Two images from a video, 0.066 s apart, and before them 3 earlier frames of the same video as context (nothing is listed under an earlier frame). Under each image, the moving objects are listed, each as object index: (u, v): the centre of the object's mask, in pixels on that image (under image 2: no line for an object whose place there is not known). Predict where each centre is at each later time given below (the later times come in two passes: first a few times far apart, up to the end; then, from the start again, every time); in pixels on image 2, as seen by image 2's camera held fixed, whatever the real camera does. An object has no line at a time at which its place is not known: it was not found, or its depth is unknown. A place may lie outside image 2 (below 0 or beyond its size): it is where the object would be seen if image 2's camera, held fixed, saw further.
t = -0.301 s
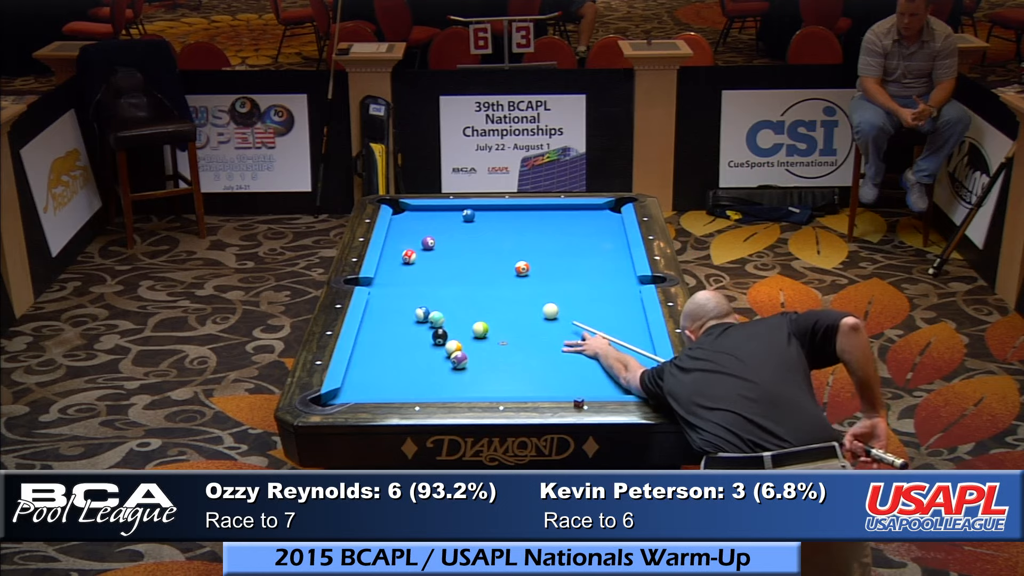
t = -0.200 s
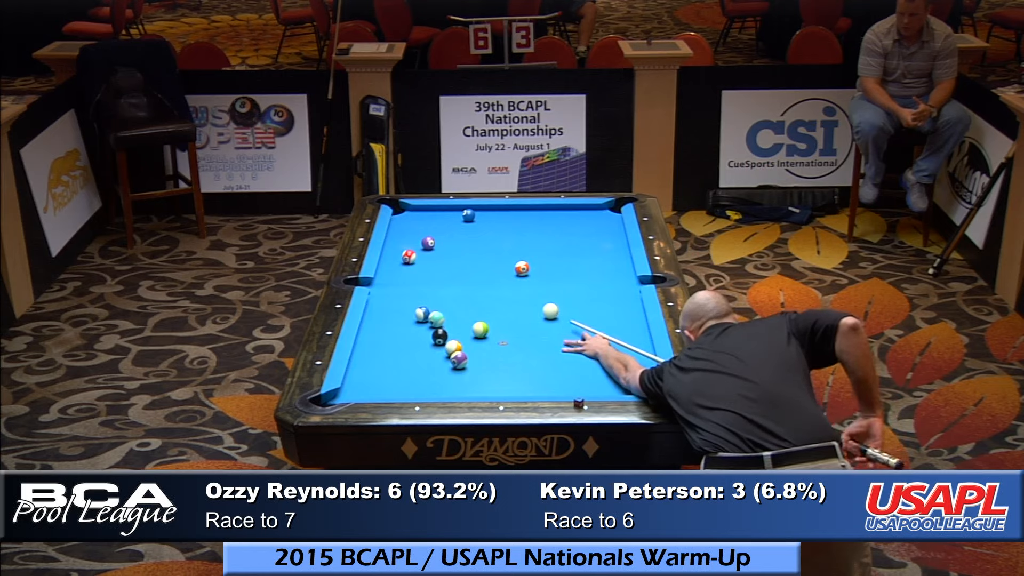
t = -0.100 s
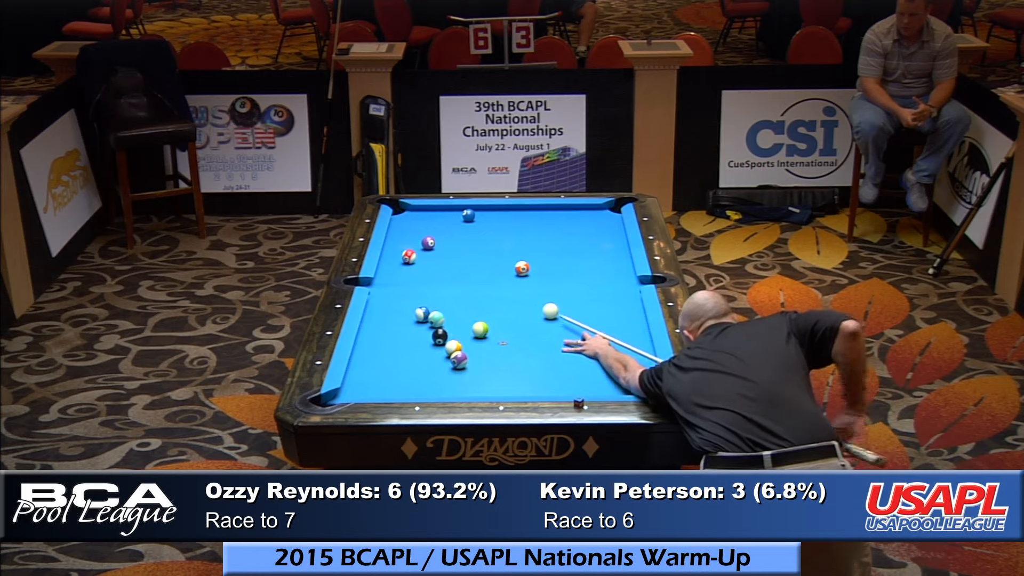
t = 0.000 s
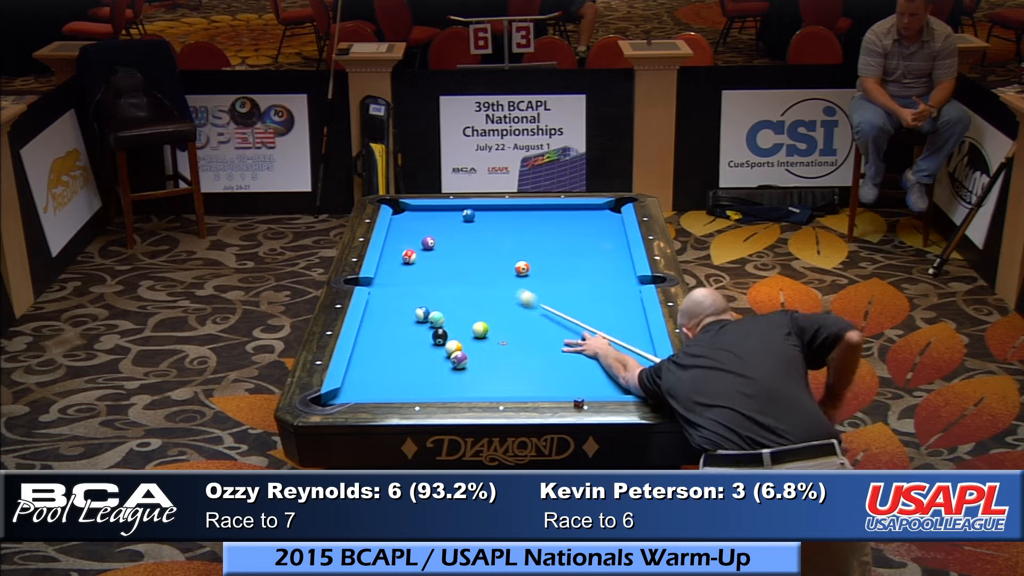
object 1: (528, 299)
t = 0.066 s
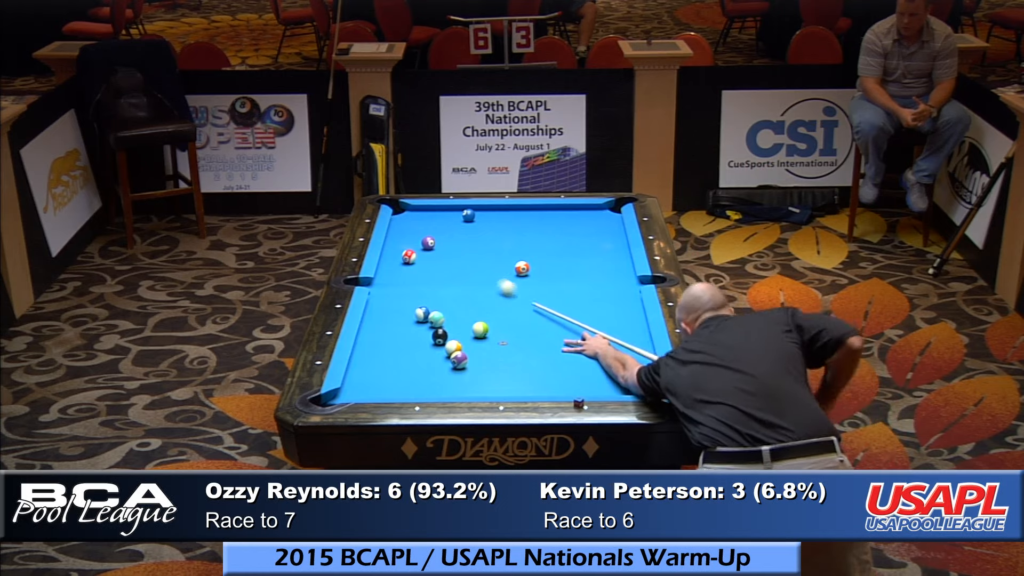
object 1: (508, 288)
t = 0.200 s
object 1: (476, 271)
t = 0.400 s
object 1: (434, 248)
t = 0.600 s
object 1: (411, 244)
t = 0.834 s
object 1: (395, 242)
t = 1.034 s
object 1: (409, 240)
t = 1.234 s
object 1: (421, 238)
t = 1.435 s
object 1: (434, 236)
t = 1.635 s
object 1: (445, 235)
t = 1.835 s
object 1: (456, 233)
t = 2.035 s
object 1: (466, 232)
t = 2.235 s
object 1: (475, 231)
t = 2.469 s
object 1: (485, 229)
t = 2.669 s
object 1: (493, 229)
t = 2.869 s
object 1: (500, 227)
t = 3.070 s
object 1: (506, 227)
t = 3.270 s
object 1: (512, 226)
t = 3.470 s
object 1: (517, 225)
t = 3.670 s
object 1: (522, 225)
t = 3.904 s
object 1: (526, 224)
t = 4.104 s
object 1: (529, 224)
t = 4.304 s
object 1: (532, 224)
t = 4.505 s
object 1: (534, 223)
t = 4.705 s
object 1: (535, 223)
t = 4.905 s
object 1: (536, 223)
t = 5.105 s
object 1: (535, 223)
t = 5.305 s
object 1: (535, 223)
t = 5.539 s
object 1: (535, 223)
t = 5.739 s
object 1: (535, 223)
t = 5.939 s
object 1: (535, 223)
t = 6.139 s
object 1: (535, 223)
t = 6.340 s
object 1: (535, 223)
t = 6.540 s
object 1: (535, 223)
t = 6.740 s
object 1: (535, 223)
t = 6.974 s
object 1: (535, 223)
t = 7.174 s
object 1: (535, 223)
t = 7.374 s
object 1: (535, 223)
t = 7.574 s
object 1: (535, 223)
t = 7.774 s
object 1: (535, 223)
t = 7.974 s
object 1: (535, 223)
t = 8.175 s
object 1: (535, 223)
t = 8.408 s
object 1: (535, 223)
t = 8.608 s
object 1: (535, 223)
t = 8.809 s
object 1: (535, 223)
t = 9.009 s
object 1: (535, 223)
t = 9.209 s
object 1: (535, 223)
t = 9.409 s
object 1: (535, 223)
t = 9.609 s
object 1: (535, 223)
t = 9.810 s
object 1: (535, 223)
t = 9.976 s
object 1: (535, 223)
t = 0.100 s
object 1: (499, 283)
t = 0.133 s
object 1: (491, 279)
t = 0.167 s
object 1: (483, 275)
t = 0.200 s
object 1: (476, 271)
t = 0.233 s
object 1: (469, 267)
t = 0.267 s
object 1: (462, 263)
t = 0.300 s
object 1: (455, 259)
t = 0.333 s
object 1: (447, 255)
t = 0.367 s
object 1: (441, 252)
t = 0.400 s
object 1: (434, 248)
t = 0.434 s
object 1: (429, 247)
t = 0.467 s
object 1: (426, 247)
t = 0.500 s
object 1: (422, 247)
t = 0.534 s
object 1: (419, 246)
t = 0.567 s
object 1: (415, 245)
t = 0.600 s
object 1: (411, 244)
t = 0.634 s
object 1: (406, 244)
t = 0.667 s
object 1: (403, 244)
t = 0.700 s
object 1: (399, 244)
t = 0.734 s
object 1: (395, 243)
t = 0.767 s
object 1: (391, 242)
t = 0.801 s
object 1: (392, 242)
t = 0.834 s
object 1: (395, 242)
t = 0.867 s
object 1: (397, 241)
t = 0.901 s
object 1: (399, 241)
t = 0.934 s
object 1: (402, 241)
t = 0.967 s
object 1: (404, 240)
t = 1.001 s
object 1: (406, 240)
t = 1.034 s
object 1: (409, 240)
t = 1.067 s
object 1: (411, 240)
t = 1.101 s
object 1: (413, 239)
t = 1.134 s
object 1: (415, 239)
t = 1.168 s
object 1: (417, 239)
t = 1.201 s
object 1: (419, 238)
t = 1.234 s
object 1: (421, 238)
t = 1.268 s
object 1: (424, 238)
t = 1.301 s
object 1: (426, 237)
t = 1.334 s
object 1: (428, 237)
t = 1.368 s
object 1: (430, 237)
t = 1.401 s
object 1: (432, 237)
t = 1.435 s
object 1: (434, 236)
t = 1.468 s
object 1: (436, 236)
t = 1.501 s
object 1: (438, 236)
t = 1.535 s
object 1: (440, 236)
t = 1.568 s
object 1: (442, 235)
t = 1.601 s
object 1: (443, 235)
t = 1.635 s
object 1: (445, 235)
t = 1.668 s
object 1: (447, 235)
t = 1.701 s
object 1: (449, 234)
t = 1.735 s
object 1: (451, 234)
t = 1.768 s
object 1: (452, 234)
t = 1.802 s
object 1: (454, 233)
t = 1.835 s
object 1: (456, 233)
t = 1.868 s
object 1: (458, 233)
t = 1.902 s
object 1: (459, 233)
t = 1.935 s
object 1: (461, 233)
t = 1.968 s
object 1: (463, 232)
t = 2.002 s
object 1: (464, 232)
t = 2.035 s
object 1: (466, 232)
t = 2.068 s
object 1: (468, 232)
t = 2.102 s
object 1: (469, 232)
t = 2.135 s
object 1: (471, 231)
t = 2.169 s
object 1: (472, 231)
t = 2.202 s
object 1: (474, 231)
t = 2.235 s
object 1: (475, 231)
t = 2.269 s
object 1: (477, 231)
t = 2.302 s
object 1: (478, 230)
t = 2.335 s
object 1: (480, 230)
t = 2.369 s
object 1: (481, 230)
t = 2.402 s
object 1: (482, 230)
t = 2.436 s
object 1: (484, 230)
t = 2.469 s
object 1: (485, 229)
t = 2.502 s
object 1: (486, 229)
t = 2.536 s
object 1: (488, 229)
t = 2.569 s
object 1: (489, 229)
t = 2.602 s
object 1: (490, 229)
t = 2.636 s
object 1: (492, 229)
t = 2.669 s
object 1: (493, 229)
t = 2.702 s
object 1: (494, 228)
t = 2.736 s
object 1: (495, 228)
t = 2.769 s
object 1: (496, 228)
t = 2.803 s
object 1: (498, 228)
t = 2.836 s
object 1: (499, 228)
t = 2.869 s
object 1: (500, 227)
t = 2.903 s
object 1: (501, 227)
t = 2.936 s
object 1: (502, 227)
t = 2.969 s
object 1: (503, 227)
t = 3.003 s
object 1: (504, 227)
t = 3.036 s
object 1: (505, 227)
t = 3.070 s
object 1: (506, 227)
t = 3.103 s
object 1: (507, 226)
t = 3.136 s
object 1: (508, 226)
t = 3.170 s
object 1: (509, 226)
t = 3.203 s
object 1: (510, 226)
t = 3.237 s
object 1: (511, 226)
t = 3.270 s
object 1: (512, 226)
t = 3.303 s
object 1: (513, 226)
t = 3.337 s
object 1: (514, 226)
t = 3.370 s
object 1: (515, 225)
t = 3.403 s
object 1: (516, 225)
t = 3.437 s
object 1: (516, 225)
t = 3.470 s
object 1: (517, 225)
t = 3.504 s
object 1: (518, 225)
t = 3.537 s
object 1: (519, 225)
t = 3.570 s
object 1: (520, 225)
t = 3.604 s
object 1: (520, 225)
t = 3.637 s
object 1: (521, 225)
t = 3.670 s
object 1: (522, 225)
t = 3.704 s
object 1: (522, 225)
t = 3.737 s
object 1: (523, 225)
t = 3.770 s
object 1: (524, 225)
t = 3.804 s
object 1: (524, 224)
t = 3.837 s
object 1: (525, 224)
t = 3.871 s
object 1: (526, 224)
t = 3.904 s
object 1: (526, 224)
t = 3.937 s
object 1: (527, 224)
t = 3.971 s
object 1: (527, 224)
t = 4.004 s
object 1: (528, 224)
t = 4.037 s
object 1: (528, 224)
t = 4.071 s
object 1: (529, 224)
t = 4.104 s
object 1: (529, 224)
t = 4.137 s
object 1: (530, 224)
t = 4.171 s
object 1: (530, 224)
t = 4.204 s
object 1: (531, 224)
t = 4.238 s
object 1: (531, 224)
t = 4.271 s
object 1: (531, 224)
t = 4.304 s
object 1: (532, 224)
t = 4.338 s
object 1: (532, 224)
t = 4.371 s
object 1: (533, 223)
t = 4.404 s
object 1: (533, 223)
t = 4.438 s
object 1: (533, 223)
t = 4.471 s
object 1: (534, 223)
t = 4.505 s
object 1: (534, 223)
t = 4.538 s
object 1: (534, 223)
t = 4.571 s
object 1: (534, 223)
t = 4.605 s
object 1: (534, 223)
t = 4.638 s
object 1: (535, 223)
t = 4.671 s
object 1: (535, 223)
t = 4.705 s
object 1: (535, 223)
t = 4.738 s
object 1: (535, 223)
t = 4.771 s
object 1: (535, 223)
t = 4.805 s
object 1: (535, 223)
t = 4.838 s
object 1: (535, 223)
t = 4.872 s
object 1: (536, 223)
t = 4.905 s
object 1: (536, 223)
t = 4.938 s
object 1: (536, 223)
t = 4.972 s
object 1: (536, 223)
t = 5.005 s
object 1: (536, 223)
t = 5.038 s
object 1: (536, 223)
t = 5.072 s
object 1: (535, 223)
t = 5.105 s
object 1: (535, 223)
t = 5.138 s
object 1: (535, 223)
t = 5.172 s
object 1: (536, 223)
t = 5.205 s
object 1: (535, 223)
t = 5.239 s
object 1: (535, 223)
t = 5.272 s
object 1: (535, 223)
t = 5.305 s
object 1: (535, 223)
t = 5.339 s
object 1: (535, 223)
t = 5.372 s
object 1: (535, 223)
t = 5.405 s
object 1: (535, 223)
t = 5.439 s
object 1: (535, 223)
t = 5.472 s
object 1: (535, 223)
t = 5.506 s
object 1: (535, 223)
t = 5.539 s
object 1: (535, 223)
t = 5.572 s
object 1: (535, 223)
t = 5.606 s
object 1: (535, 223)
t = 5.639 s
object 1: (535, 223)
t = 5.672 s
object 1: (535, 223)
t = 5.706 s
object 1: (535, 223)
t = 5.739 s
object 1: (535, 223)
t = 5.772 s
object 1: (535, 223)
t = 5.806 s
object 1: (535, 223)
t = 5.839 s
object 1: (535, 223)
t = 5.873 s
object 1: (535, 223)
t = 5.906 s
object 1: (535, 223)
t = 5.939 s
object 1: (535, 223)
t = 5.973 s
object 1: (535, 223)
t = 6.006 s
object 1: (535, 223)
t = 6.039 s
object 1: (535, 223)
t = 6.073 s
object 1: (535, 223)
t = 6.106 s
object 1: (535, 223)
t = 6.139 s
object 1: (535, 223)
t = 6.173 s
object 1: (535, 223)
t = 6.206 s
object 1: (535, 223)
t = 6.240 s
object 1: (535, 223)
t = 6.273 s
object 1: (535, 223)
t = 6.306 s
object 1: (535, 223)
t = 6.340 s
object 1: (535, 223)
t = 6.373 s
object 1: (535, 223)
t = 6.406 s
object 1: (535, 223)
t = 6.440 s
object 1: (535, 223)
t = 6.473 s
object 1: (535, 223)
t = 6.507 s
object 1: (535, 223)
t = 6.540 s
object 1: (535, 223)
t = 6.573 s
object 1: (535, 223)
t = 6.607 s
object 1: (535, 223)
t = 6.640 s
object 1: (535, 223)
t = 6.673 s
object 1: (535, 223)
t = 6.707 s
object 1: (535, 223)
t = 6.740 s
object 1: (535, 223)
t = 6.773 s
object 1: (535, 223)
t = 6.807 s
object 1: (535, 223)
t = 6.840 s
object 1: (535, 223)
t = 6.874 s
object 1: (535, 223)
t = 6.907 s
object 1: (535, 223)
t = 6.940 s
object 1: (535, 223)
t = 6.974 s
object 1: (535, 223)
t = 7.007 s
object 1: (535, 223)
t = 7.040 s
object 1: (535, 223)
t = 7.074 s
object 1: (535, 223)
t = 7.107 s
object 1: (535, 223)
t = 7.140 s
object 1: (535, 223)
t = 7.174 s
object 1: (535, 223)
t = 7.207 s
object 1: (535, 223)
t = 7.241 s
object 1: (535, 223)
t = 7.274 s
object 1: (535, 223)
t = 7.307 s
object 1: (535, 223)
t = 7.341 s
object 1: (535, 223)
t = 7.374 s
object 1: (535, 223)
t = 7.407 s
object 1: (535, 223)
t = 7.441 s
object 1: (535, 223)
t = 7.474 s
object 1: (535, 223)
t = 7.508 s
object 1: (535, 223)
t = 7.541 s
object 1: (535, 223)
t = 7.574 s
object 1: (535, 223)
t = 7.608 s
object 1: (535, 223)
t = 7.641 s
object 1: (535, 223)
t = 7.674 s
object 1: (535, 223)
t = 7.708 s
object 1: (535, 223)
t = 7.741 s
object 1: (535, 223)
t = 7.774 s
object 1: (535, 223)
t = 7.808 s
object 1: (535, 223)
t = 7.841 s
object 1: (535, 223)
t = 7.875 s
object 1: (535, 223)
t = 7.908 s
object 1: (535, 223)
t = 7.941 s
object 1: (535, 223)
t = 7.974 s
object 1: (535, 223)
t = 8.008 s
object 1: (535, 223)
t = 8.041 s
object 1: (535, 223)
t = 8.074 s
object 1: (535, 223)
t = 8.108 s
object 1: (535, 223)
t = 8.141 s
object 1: (535, 223)
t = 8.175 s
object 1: (535, 223)
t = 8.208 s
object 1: (535, 223)
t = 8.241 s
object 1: (535, 223)
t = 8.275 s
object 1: (535, 223)
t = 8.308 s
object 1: (535, 223)
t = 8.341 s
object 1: (535, 223)
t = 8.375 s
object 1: (535, 223)
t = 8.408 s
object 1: (535, 223)
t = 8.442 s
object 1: (535, 223)
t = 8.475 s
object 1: (535, 223)
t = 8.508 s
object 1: (535, 223)
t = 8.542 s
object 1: (535, 223)
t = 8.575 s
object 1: (535, 223)
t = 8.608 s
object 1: (535, 223)
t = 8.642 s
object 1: (535, 223)
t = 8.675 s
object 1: (535, 223)
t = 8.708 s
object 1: (535, 223)
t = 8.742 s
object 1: (535, 223)
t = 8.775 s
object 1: (535, 223)
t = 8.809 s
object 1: (535, 223)
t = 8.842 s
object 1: (535, 223)
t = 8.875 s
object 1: (535, 223)
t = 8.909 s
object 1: (535, 223)
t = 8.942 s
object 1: (535, 223)
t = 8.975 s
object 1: (535, 223)
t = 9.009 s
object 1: (535, 223)
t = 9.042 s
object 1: (535, 223)
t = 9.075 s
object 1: (535, 223)
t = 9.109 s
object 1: (535, 223)
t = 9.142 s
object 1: (535, 223)
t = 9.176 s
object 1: (535, 223)
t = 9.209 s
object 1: (535, 223)
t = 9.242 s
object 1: (535, 223)
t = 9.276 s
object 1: (535, 223)
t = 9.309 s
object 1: (535, 223)
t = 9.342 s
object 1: (535, 223)
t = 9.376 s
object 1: (535, 223)
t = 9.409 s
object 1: (535, 223)
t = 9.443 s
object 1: (535, 223)
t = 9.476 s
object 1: (535, 223)
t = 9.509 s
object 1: (535, 223)
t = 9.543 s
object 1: (535, 223)
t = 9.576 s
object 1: (535, 223)
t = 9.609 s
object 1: (535, 223)
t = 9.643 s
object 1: (535, 223)
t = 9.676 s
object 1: (535, 223)
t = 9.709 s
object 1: (535, 223)
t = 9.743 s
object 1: (535, 223)
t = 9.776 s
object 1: (535, 223)
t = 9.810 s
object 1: (535, 223)
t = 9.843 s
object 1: (535, 223)
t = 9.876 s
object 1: (535, 223)
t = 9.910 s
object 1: (535, 223)
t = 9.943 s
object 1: (535, 223)
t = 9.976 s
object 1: (535, 223)
